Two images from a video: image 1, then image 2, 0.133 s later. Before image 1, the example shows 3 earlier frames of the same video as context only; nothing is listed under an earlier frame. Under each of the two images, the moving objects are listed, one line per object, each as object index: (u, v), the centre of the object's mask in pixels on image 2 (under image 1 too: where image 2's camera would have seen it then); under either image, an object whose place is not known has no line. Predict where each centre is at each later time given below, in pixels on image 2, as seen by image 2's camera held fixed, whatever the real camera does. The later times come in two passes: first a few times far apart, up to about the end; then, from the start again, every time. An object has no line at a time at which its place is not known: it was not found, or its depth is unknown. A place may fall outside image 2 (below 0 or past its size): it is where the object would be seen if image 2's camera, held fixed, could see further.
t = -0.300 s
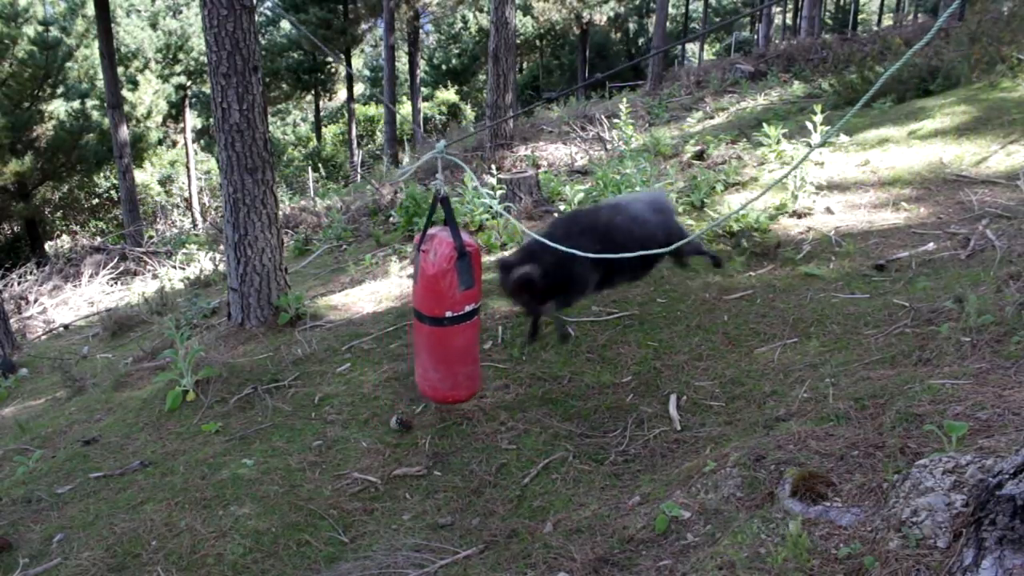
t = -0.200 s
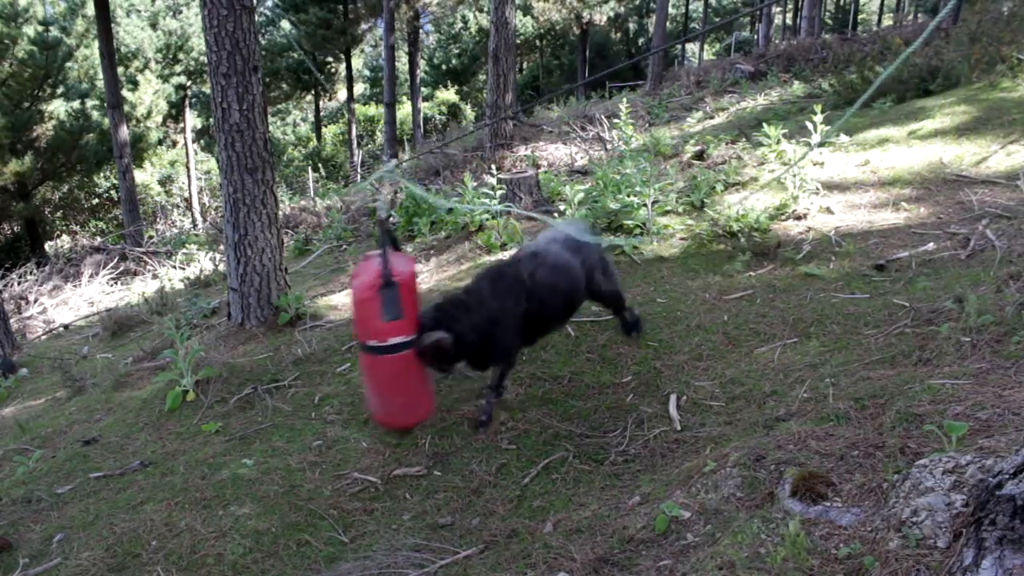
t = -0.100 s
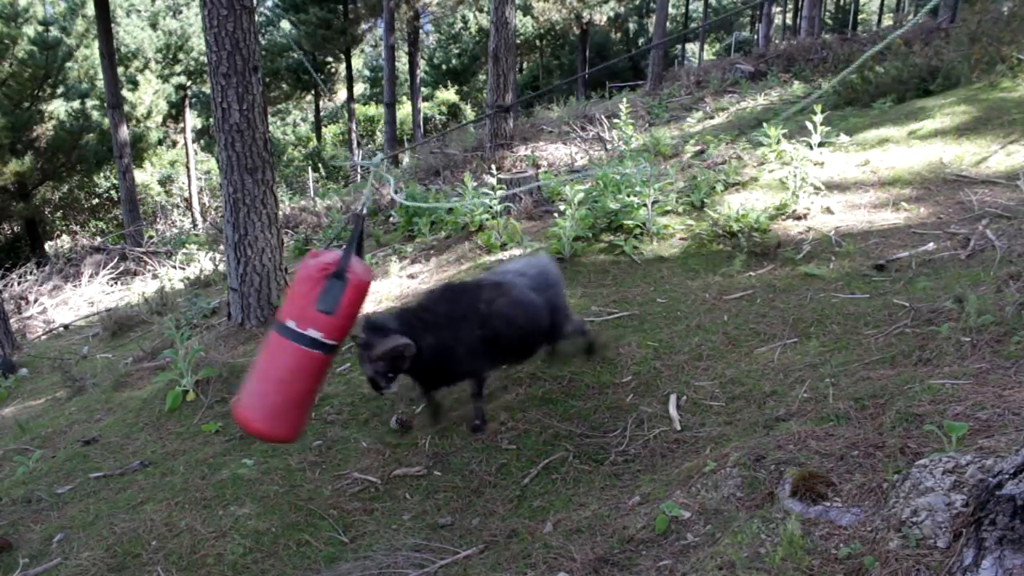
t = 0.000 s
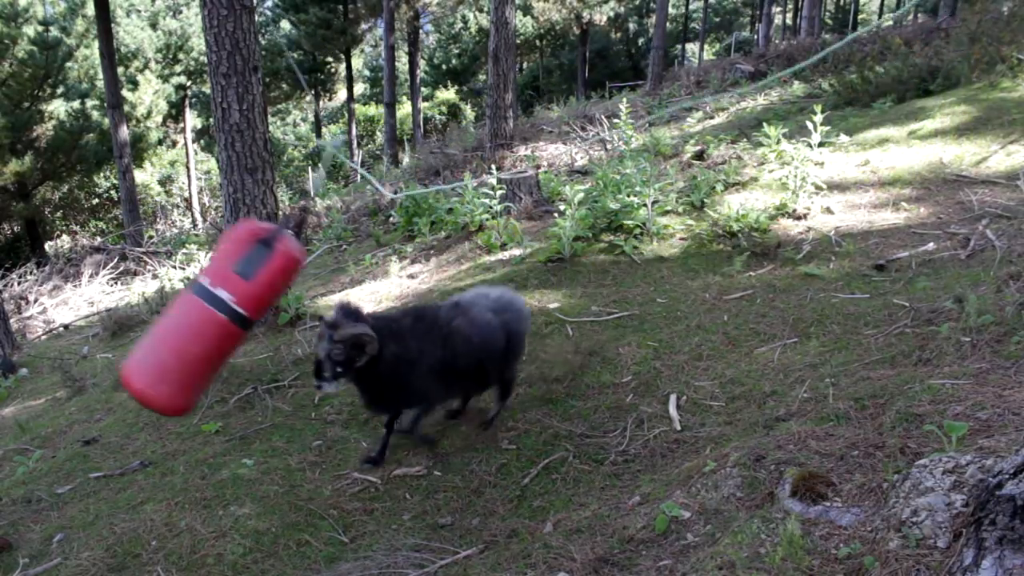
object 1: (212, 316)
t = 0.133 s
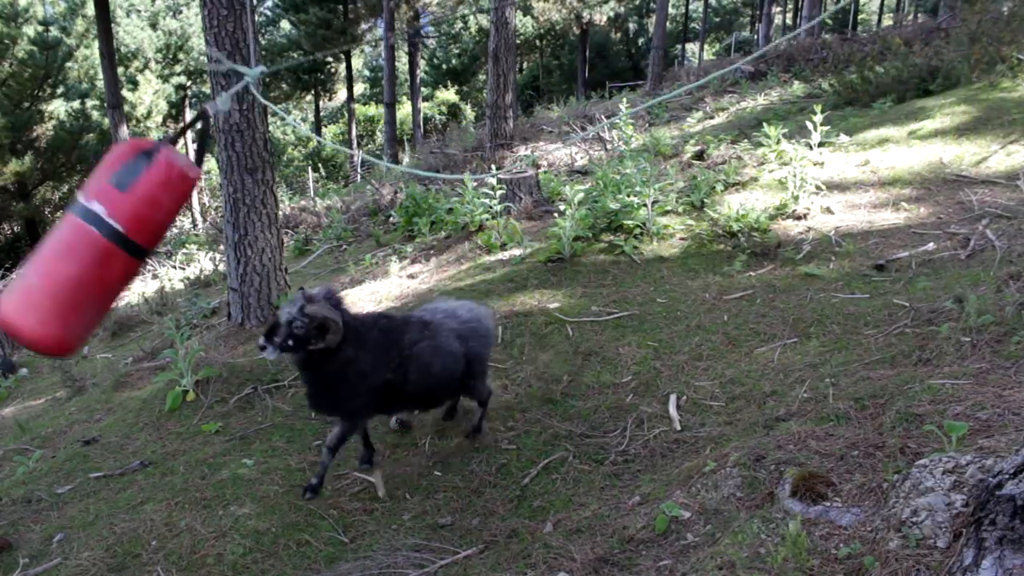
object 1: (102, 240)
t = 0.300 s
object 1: (85, 138)
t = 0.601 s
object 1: (84, 63)
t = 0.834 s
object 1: (99, 182)
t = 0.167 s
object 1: (91, 215)
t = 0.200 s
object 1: (88, 191)
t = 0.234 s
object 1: (88, 170)
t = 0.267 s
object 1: (87, 153)
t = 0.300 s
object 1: (85, 138)
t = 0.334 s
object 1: (82, 123)
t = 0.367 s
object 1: (81, 107)
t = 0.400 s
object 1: (80, 93)
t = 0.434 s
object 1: (80, 80)
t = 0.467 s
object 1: (81, 70)
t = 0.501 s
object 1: (82, 63)
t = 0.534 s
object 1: (82, 60)
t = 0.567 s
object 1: (83, 60)
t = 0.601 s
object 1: (84, 63)
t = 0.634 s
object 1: (85, 71)
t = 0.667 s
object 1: (87, 81)
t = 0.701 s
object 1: (89, 96)
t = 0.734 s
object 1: (91, 114)
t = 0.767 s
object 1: (94, 134)
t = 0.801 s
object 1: (96, 157)
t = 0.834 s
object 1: (99, 182)
